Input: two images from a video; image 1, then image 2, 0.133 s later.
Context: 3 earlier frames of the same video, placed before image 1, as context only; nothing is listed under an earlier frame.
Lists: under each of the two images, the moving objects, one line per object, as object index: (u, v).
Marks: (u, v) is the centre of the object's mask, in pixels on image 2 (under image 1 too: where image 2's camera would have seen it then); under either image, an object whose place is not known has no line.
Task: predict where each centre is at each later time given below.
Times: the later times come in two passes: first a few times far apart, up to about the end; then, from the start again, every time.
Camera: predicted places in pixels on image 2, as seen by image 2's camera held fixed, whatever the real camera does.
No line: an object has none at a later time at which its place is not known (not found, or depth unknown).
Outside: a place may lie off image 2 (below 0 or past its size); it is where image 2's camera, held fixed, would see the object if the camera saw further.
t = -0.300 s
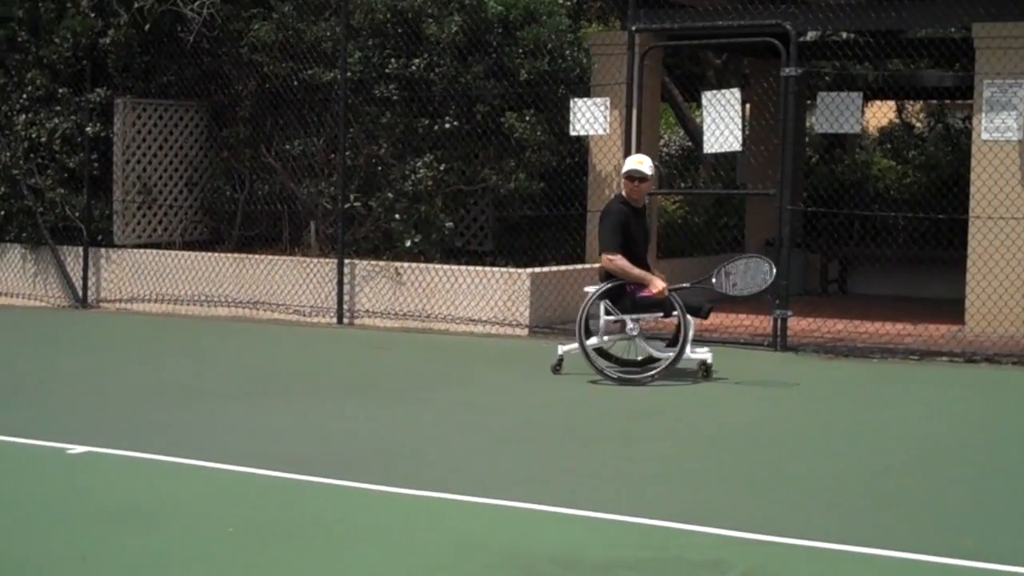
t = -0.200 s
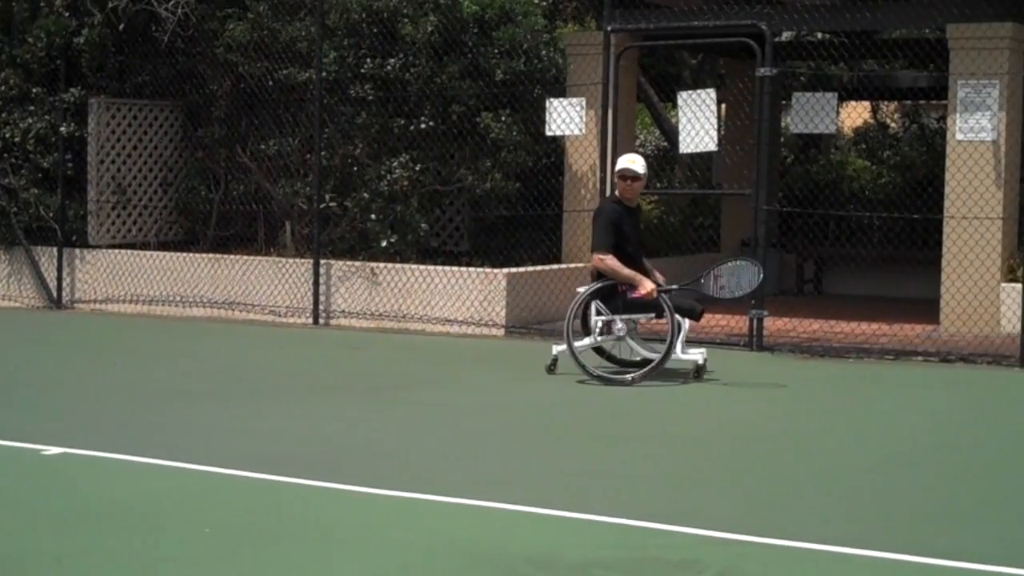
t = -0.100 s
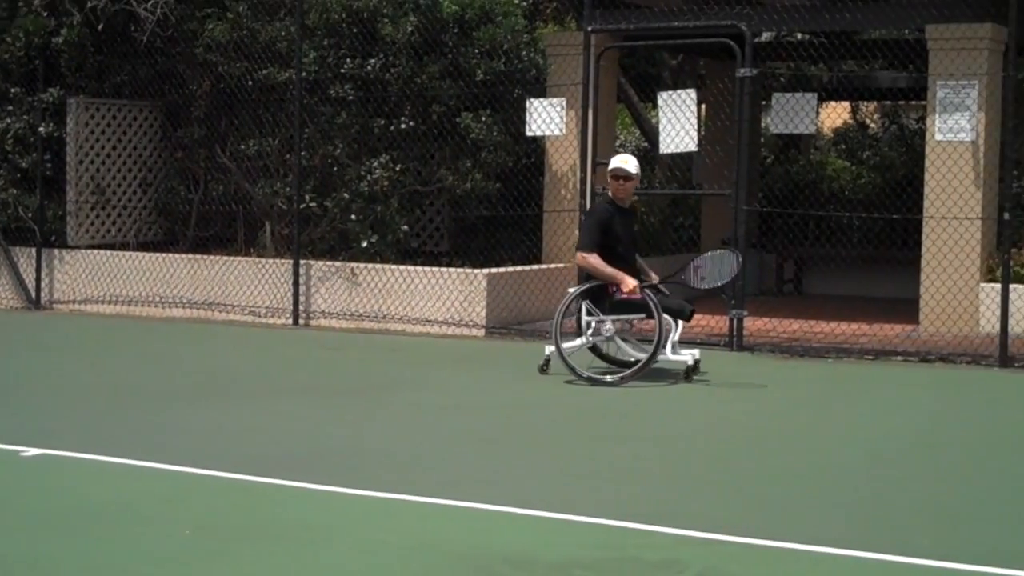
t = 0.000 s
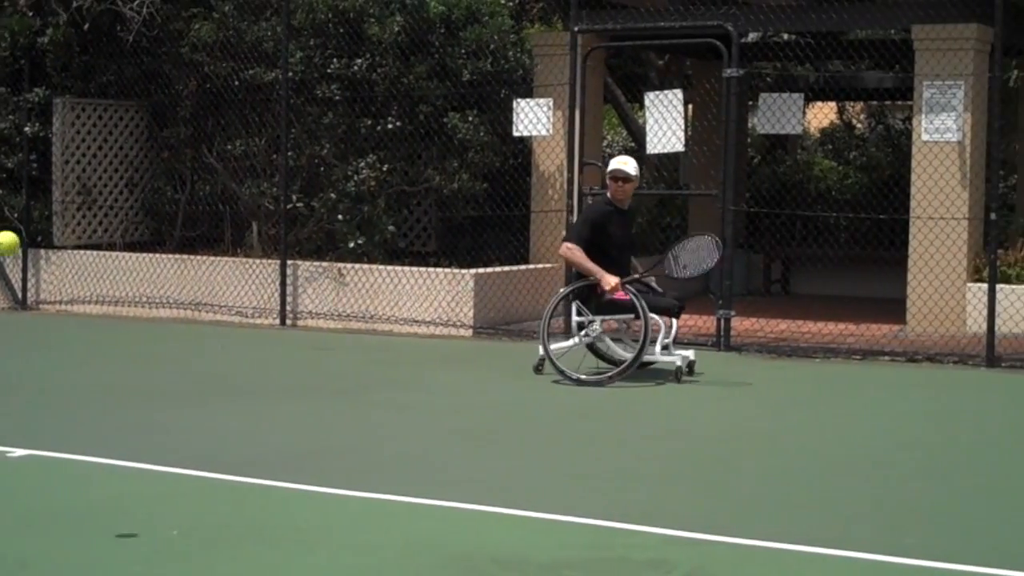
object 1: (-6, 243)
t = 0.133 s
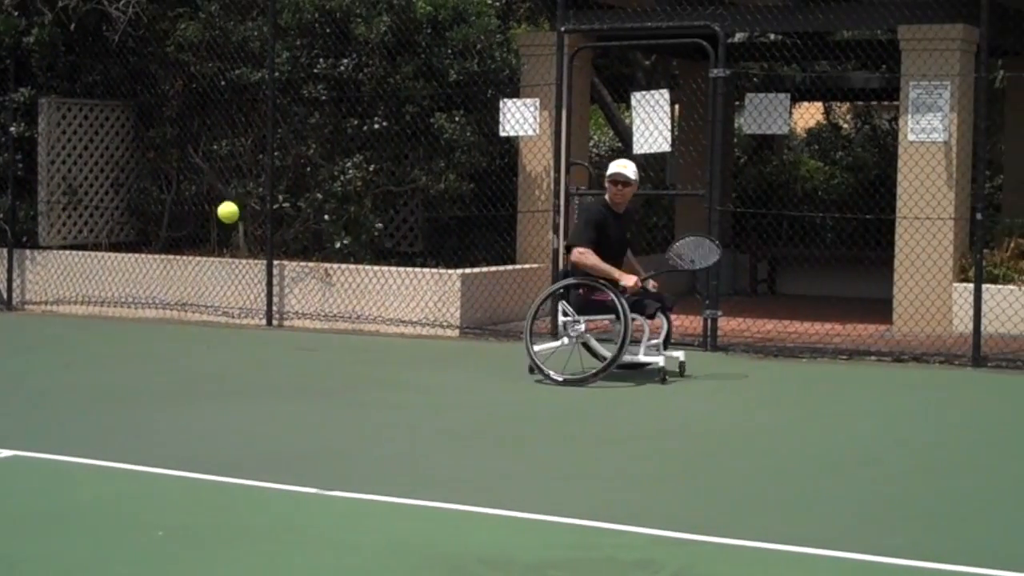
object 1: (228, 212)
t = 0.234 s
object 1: (363, 227)
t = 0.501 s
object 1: (613, 365)
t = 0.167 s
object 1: (277, 214)
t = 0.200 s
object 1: (321, 219)
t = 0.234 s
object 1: (363, 227)
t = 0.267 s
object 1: (402, 237)
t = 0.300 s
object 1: (439, 250)
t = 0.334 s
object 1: (473, 265)
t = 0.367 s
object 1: (505, 282)
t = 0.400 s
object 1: (534, 300)
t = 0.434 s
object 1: (562, 320)
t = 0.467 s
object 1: (588, 342)
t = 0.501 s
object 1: (613, 365)
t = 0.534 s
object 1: (636, 389)
